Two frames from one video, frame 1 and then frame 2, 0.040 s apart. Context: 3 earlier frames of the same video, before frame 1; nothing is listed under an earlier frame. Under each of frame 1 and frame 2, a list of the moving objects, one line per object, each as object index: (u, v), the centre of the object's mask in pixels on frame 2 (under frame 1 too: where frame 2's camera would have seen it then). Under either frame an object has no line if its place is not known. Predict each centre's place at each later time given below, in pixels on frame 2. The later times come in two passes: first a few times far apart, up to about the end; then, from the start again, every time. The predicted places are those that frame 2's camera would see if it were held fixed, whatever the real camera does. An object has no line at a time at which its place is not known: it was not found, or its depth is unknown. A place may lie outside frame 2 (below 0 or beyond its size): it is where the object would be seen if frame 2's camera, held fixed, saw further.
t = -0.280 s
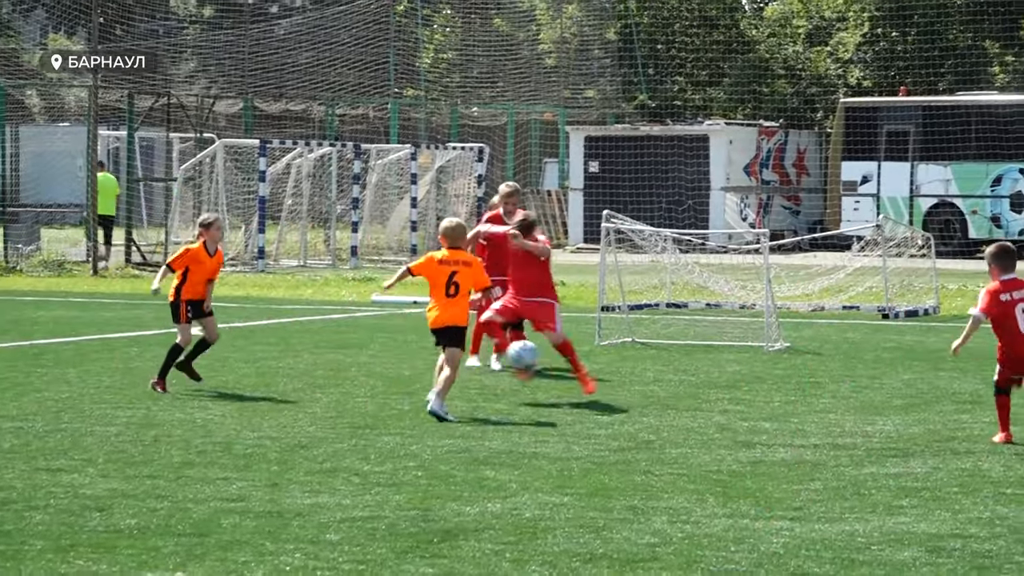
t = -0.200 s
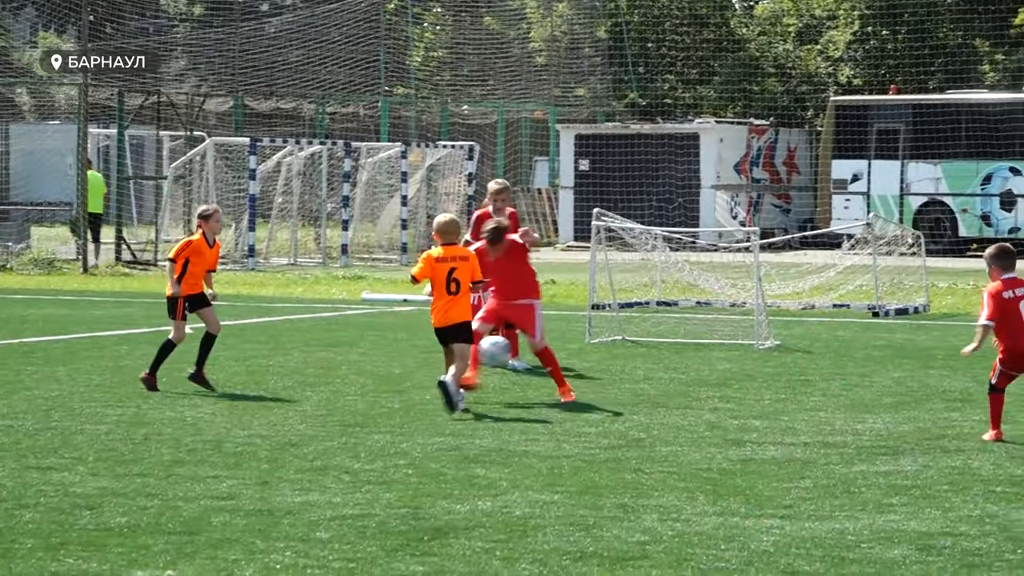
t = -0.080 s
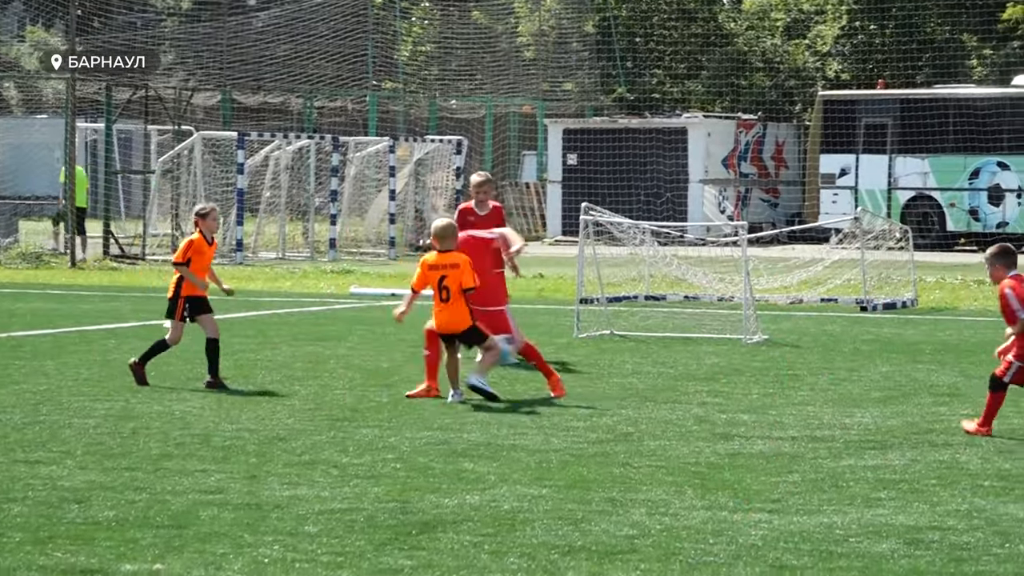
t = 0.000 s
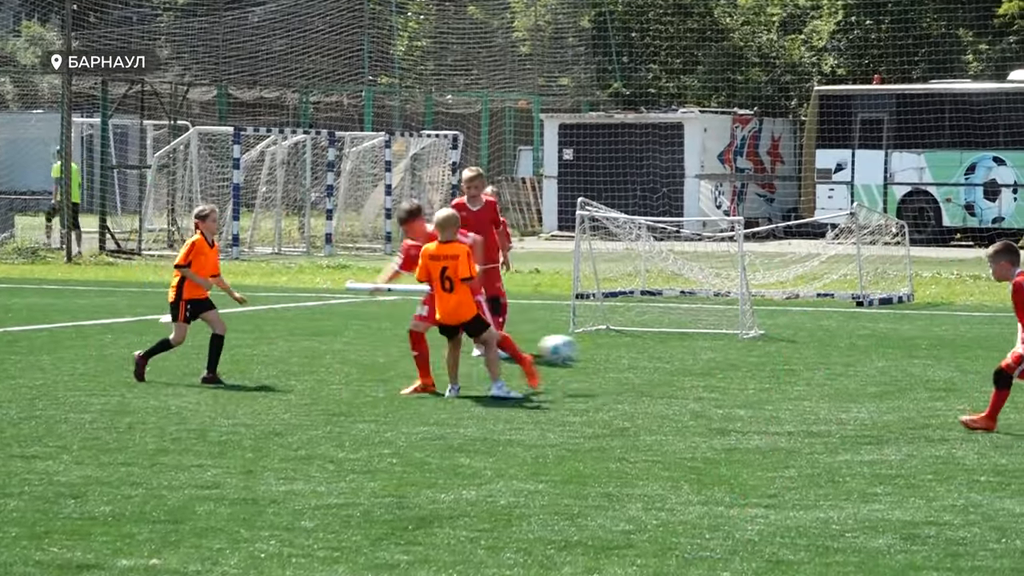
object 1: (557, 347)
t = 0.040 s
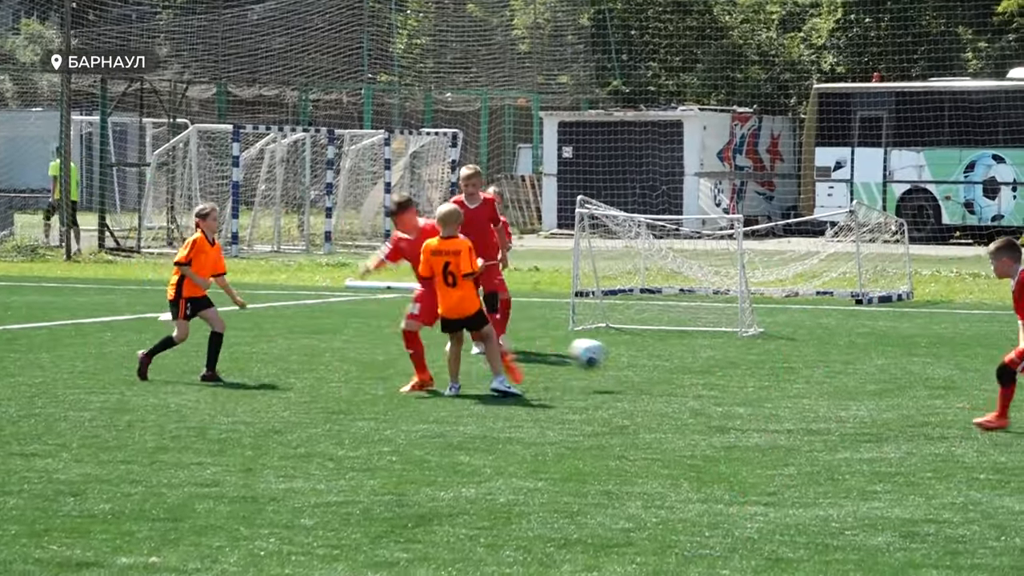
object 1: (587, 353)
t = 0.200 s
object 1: (691, 365)
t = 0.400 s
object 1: (788, 367)
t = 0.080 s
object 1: (618, 361)
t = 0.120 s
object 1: (647, 372)
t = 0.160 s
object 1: (672, 371)
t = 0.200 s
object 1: (691, 365)
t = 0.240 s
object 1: (711, 360)
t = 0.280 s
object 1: (730, 359)
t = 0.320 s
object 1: (750, 359)
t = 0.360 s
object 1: (769, 362)
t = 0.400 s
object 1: (788, 367)
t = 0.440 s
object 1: (806, 368)
